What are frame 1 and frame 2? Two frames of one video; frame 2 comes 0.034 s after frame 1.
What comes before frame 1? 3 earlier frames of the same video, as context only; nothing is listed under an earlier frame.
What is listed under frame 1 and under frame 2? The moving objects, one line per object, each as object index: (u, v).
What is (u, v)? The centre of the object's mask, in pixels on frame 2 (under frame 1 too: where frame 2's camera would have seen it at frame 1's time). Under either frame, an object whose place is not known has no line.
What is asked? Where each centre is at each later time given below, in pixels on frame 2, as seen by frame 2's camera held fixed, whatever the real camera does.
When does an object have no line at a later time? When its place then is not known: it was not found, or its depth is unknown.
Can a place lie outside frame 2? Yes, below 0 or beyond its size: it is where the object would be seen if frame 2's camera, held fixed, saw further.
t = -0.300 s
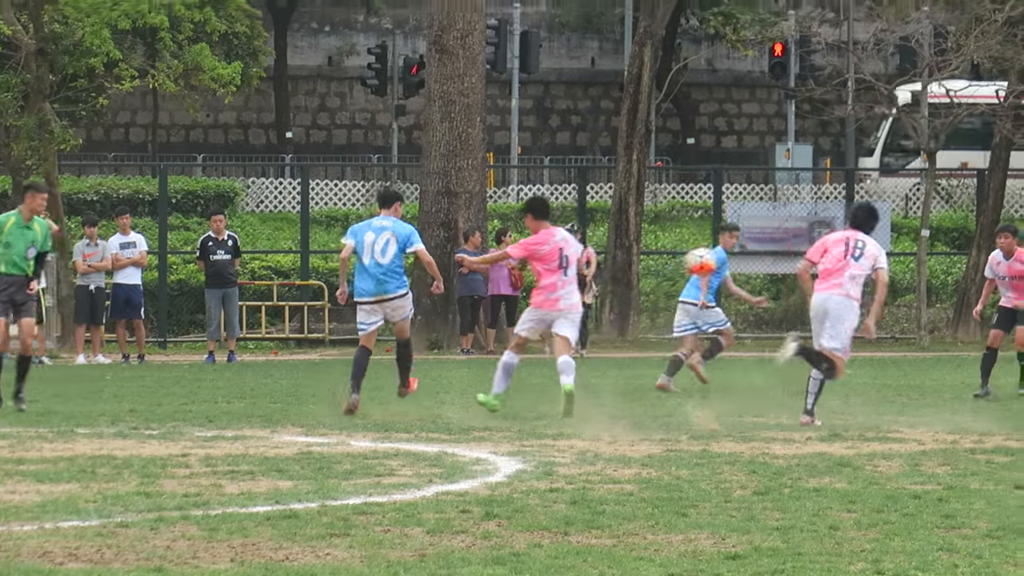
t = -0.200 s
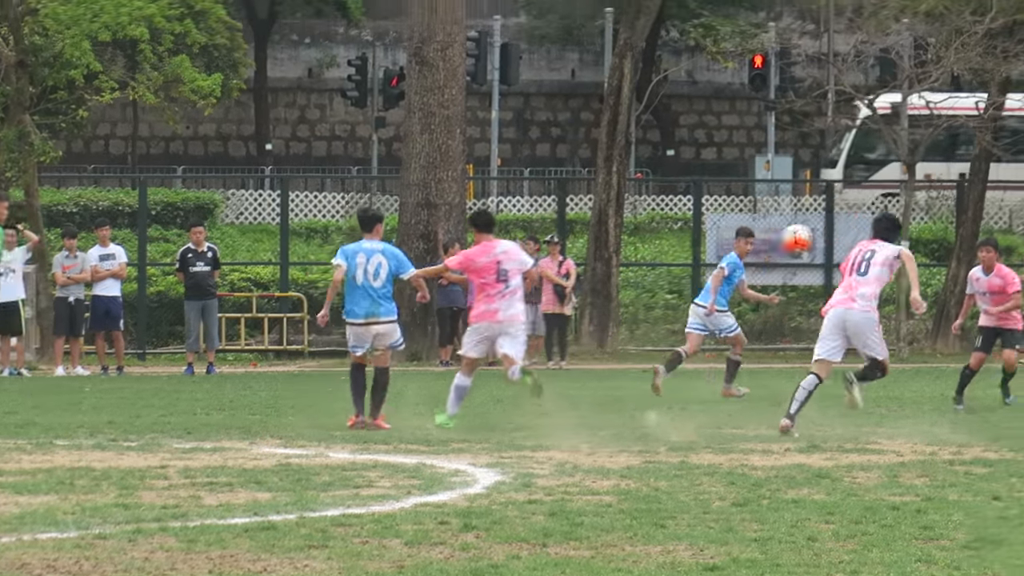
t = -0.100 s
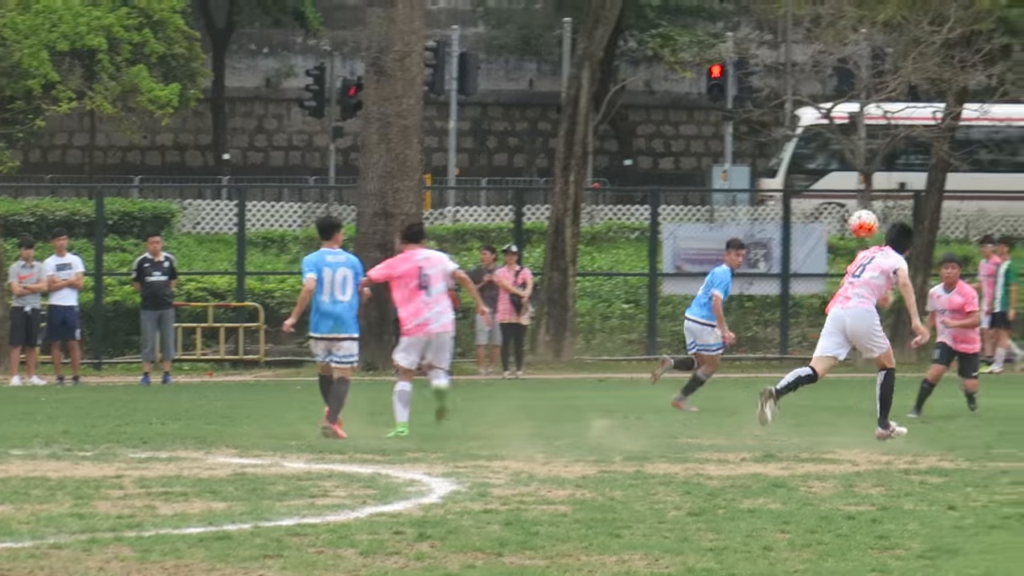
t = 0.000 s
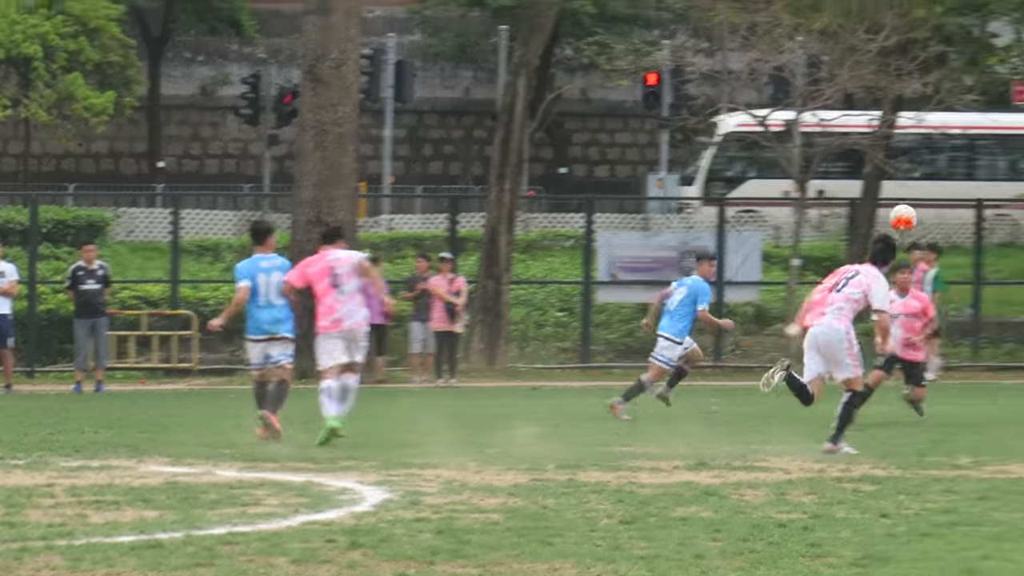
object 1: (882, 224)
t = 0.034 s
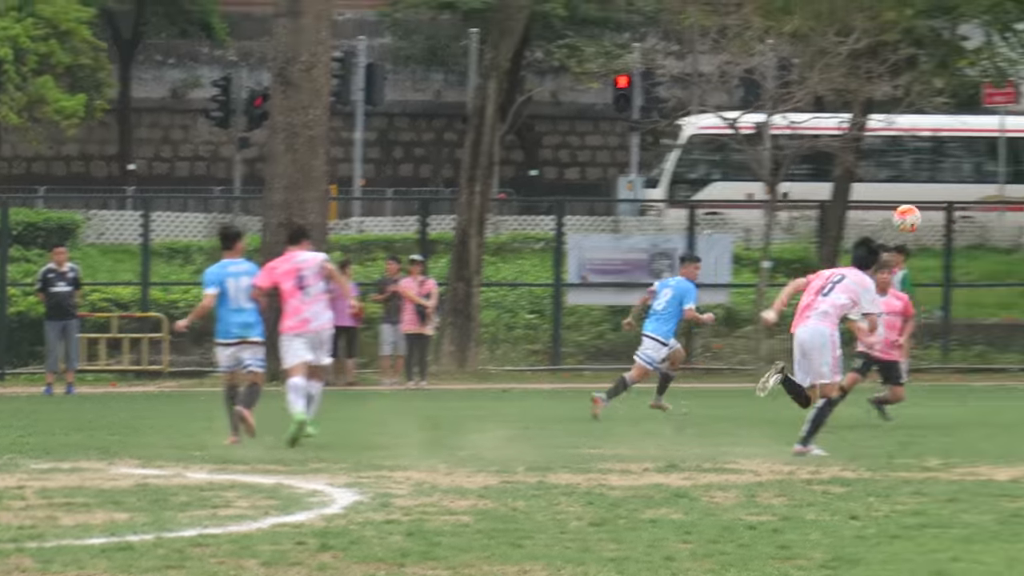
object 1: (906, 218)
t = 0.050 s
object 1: (921, 217)
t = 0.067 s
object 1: (930, 215)
